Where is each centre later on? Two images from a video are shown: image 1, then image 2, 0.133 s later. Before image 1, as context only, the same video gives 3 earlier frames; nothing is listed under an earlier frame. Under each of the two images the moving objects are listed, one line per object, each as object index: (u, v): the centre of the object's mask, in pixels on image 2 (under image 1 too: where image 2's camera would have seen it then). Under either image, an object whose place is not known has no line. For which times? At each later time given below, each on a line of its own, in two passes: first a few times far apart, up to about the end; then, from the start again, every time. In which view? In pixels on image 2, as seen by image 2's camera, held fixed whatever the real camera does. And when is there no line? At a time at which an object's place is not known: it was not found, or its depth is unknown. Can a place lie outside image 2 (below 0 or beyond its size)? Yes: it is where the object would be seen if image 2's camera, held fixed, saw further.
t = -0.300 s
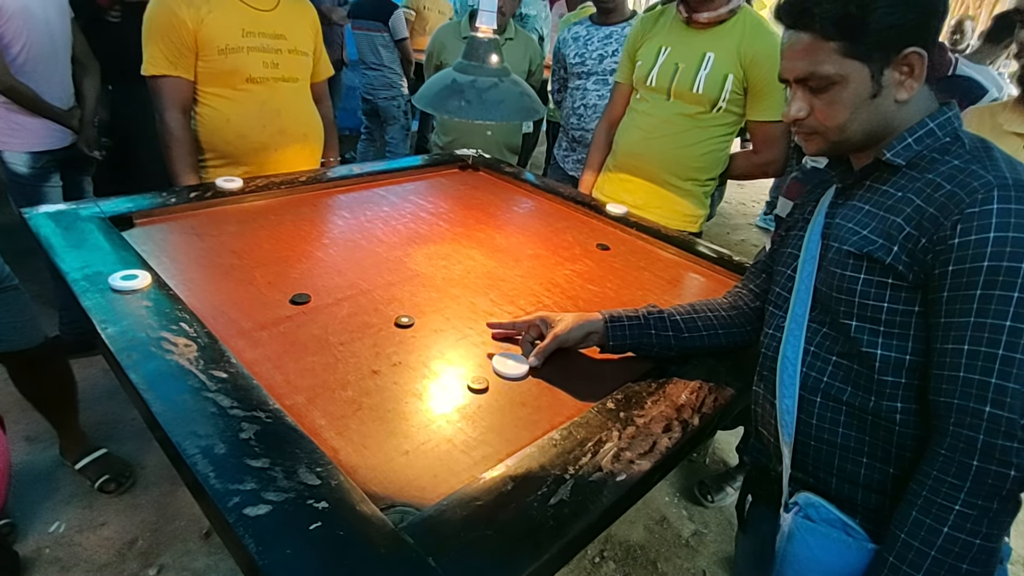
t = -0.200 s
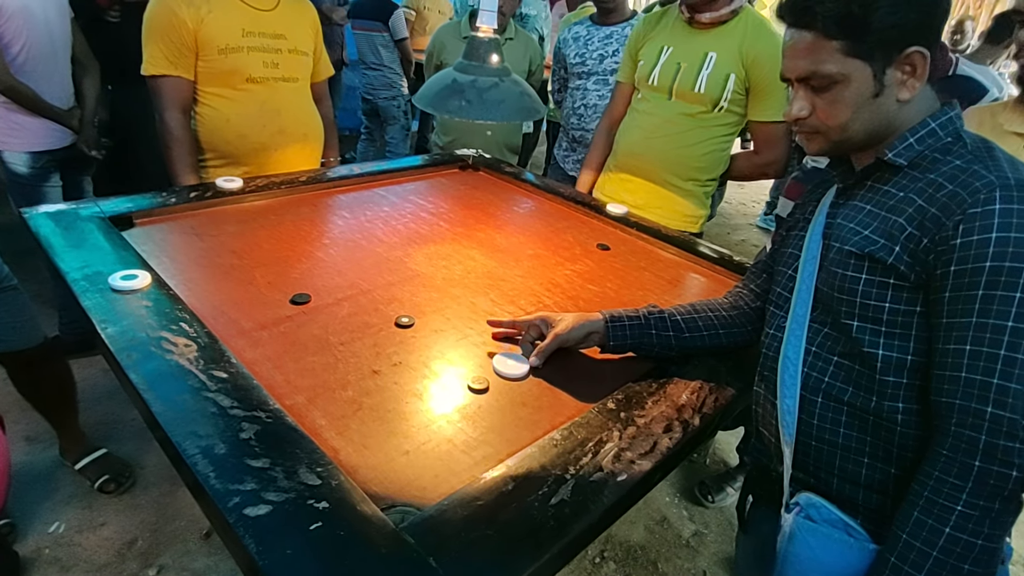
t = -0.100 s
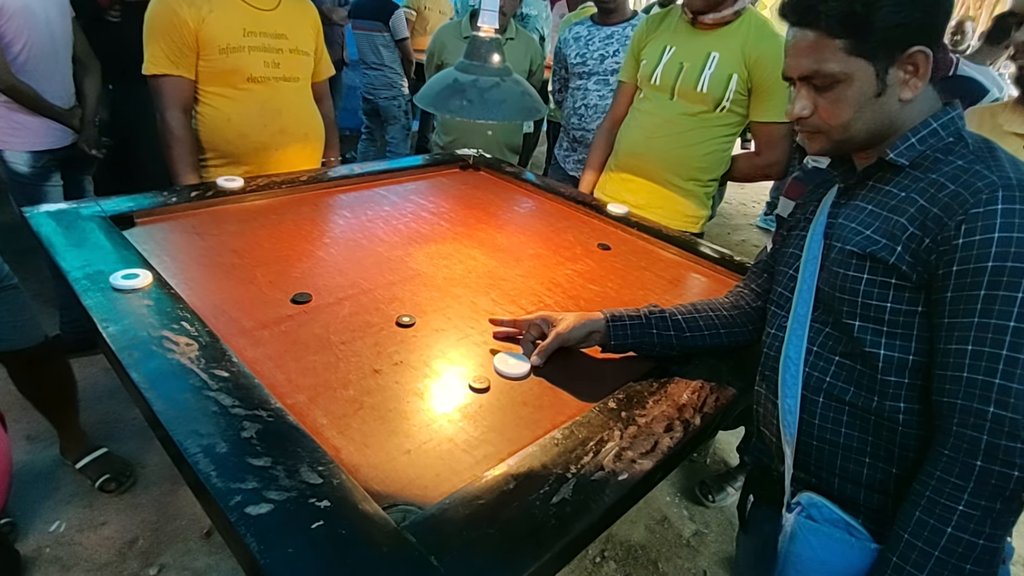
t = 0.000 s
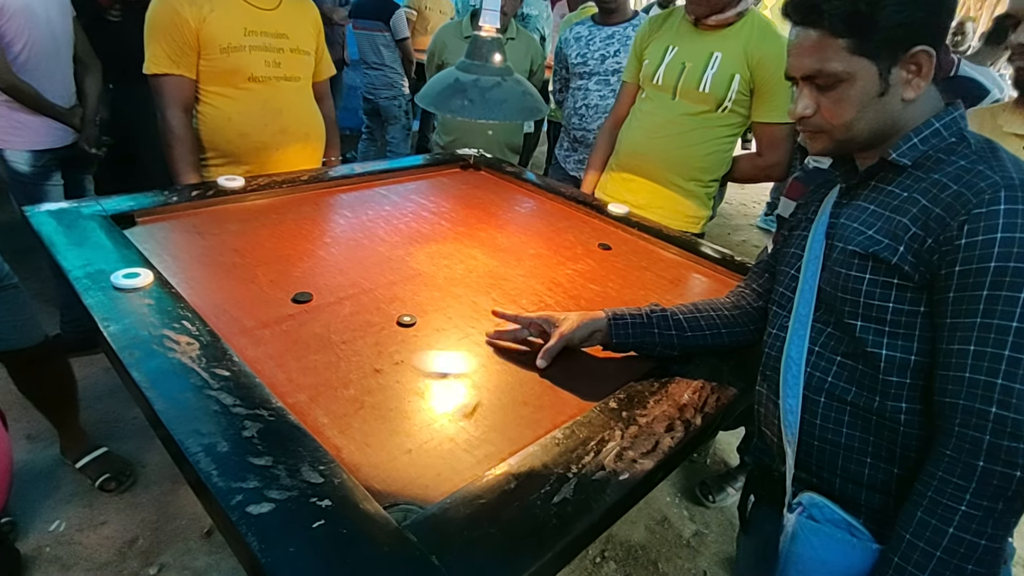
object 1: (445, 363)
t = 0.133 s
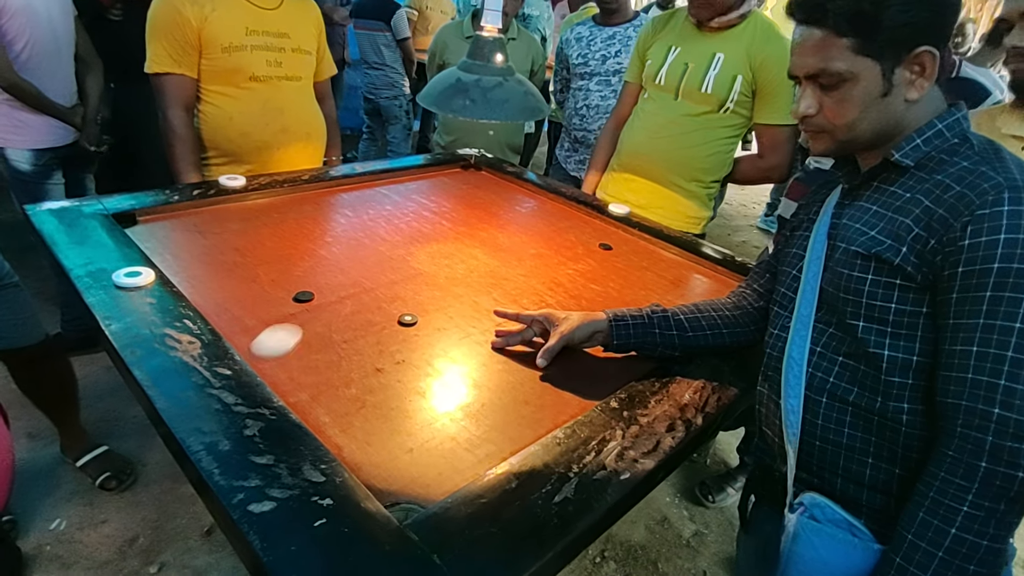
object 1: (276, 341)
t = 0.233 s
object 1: (331, 293)
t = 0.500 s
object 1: (422, 233)
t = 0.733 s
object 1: (453, 209)
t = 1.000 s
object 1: (459, 204)
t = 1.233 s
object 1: (459, 204)
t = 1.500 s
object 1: (459, 204)
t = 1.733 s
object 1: (459, 204)
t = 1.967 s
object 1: (459, 204)
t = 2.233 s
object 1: (459, 204)
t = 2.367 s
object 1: (459, 204)
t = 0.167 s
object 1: (297, 320)
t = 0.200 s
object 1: (314, 305)
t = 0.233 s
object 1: (331, 293)
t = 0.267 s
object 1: (346, 283)
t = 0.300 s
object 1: (360, 274)
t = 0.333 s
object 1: (373, 265)
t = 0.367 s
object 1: (385, 257)
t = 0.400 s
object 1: (396, 250)
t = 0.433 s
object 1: (406, 243)
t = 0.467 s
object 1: (415, 238)
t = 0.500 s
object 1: (422, 233)
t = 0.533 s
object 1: (429, 228)
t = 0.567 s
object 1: (434, 224)
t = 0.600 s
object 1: (440, 220)
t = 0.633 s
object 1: (444, 217)
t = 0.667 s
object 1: (447, 214)
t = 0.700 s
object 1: (450, 212)
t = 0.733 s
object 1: (453, 209)
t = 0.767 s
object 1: (455, 208)
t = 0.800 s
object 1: (457, 206)
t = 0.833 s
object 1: (458, 205)
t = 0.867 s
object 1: (458, 204)
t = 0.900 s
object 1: (459, 204)
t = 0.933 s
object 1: (459, 204)
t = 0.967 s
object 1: (459, 204)
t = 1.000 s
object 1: (459, 204)
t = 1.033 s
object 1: (459, 204)
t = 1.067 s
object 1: (459, 204)
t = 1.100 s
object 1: (459, 204)
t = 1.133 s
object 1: (459, 204)
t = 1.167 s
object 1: (459, 204)
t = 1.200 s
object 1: (459, 204)
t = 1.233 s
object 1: (459, 204)
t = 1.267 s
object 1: (458, 204)
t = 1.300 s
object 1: (459, 204)
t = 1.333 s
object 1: (459, 204)
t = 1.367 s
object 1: (459, 204)
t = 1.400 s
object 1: (459, 204)
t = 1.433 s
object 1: (459, 204)
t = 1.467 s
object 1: (459, 204)
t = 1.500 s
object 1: (459, 204)
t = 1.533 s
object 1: (459, 204)
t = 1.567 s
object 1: (459, 204)
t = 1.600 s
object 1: (459, 204)
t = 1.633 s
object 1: (459, 204)
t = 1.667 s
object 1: (459, 204)
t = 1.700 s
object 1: (459, 204)
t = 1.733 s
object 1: (459, 204)
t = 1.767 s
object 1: (459, 204)
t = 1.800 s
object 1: (459, 204)
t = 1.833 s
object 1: (459, 204)
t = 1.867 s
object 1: (459, 204)
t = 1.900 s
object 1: (459, 204)
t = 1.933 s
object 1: (459, 204)
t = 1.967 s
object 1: (459, 204)
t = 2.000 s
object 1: (459, 204)
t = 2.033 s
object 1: (459, 204)
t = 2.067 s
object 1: (459, 204)
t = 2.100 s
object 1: (459, 204)
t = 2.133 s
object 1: (459, 204)
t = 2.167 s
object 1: (459, 204)
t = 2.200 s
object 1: (459, 204)
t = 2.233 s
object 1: (459, 204)
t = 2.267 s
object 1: (459, 204)
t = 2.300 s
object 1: (459, 204)
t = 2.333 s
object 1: (459, 204)
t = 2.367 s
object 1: (459, 204)
